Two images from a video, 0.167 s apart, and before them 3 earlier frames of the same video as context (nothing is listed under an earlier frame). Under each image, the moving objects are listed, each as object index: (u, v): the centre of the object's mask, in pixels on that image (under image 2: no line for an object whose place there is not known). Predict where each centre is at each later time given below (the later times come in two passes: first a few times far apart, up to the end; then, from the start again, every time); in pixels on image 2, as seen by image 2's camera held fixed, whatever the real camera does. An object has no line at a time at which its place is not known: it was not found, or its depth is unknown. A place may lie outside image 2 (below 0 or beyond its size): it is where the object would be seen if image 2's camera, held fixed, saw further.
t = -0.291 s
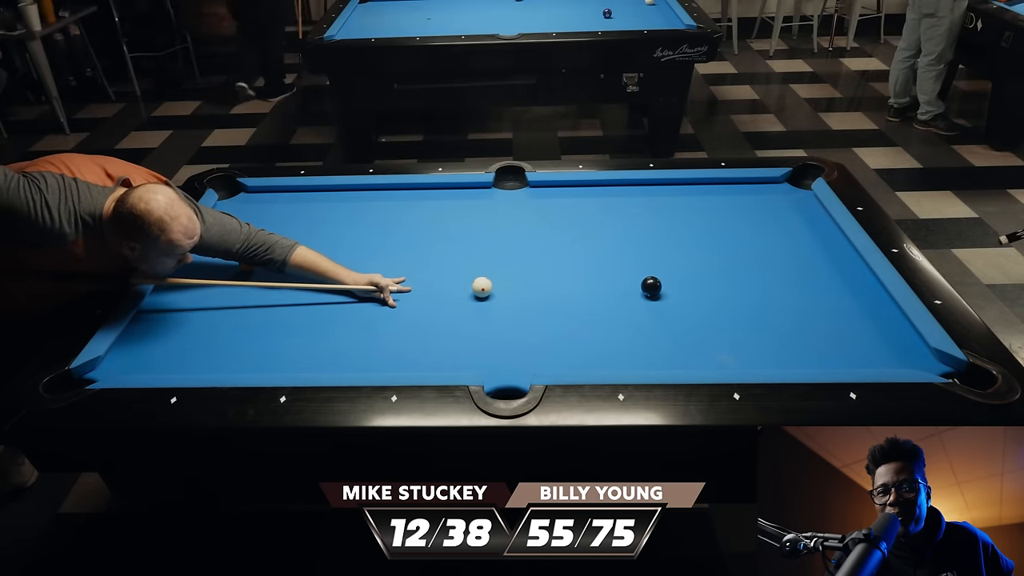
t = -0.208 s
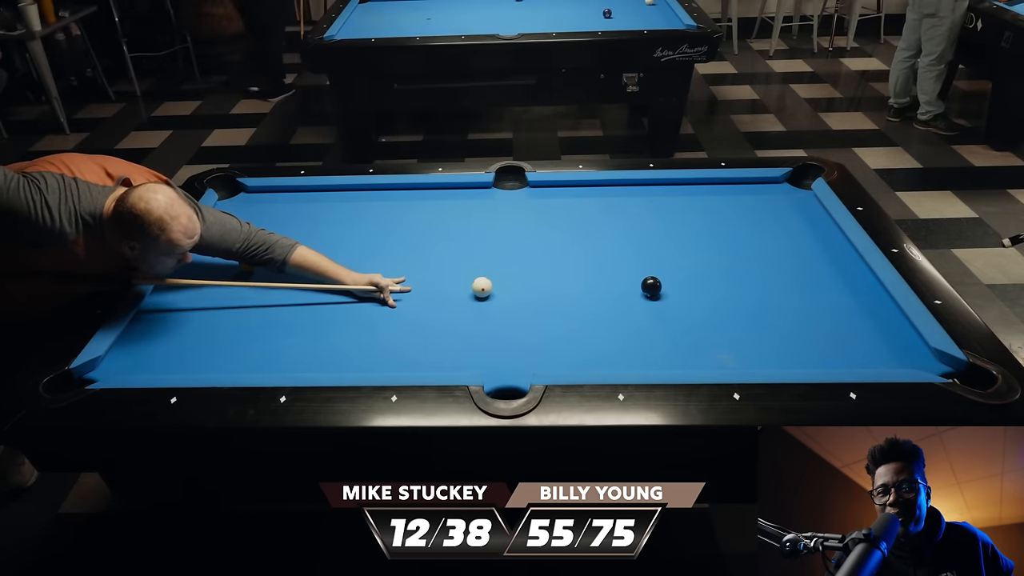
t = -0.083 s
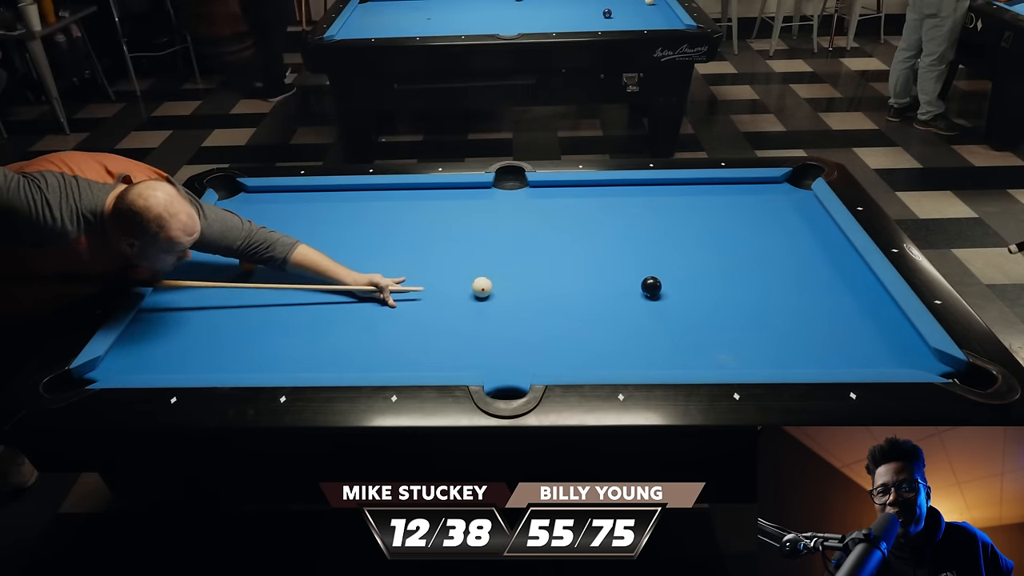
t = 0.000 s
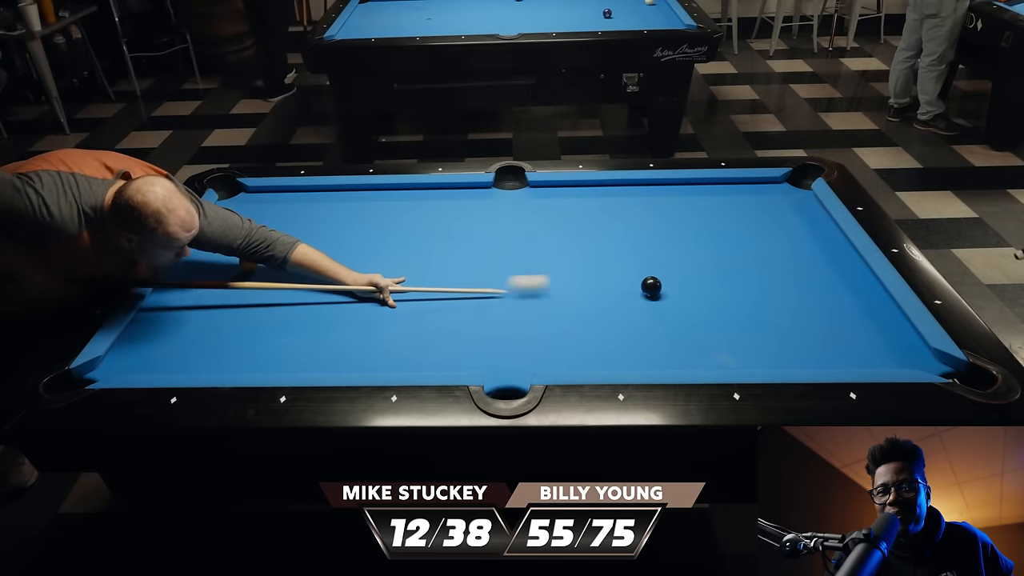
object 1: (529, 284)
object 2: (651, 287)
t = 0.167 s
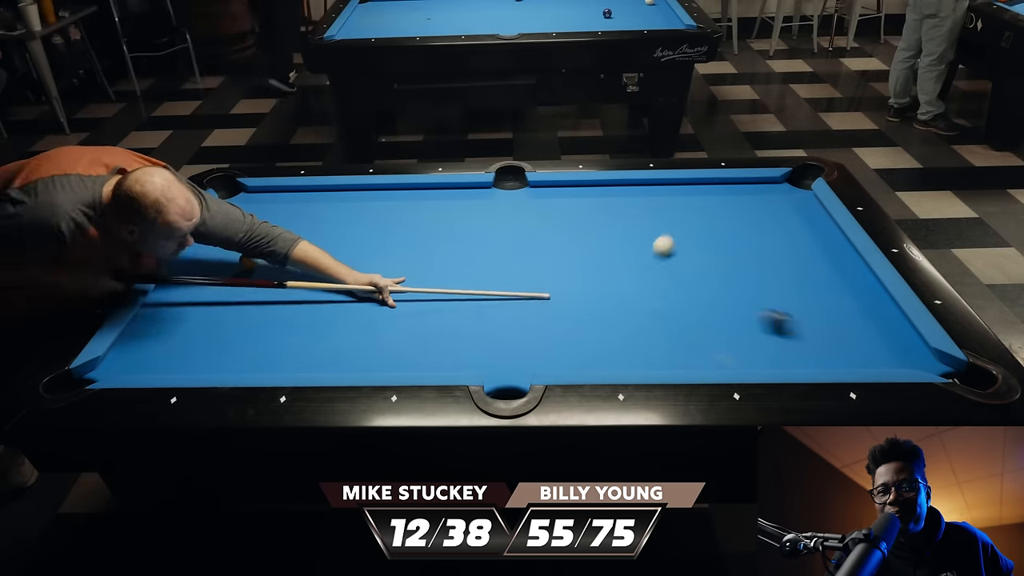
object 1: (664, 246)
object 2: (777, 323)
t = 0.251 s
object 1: (682, 223)
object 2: (889, 353)
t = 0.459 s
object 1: (712, 183)
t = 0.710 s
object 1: (795, 209)
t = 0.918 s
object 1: (809, 233)
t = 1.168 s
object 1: (779, 264)
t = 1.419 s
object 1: (746, 300)
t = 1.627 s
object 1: (715, 332)
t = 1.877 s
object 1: (669, 359)
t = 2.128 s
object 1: (613, 337)
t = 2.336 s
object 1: (570, 318)
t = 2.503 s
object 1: (540, 305)
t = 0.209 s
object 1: (673, 234)
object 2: (832, 338)
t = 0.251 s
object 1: (682, 223)
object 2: (889, 353)
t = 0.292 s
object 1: (690, 213)
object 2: (946, 365)
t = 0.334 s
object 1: (696, 204)
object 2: (979, 384)
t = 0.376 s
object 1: (701, 196)
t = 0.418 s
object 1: (706, 188)
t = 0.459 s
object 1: (712, 183)
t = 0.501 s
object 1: (725, 188)
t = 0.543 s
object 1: (739, 192)
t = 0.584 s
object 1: (753, 196)
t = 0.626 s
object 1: (767, 201)
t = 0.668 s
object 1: (781, 205)
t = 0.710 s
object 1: (795, 209)
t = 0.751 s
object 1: (810, 213)
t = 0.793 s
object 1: (823, 218)
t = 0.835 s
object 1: (818, 223)
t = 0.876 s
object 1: (813, 228)
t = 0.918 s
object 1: (809, 233)
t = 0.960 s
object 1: (804, 238)
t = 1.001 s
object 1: (799, 243)
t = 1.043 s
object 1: (794, 248)
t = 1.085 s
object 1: (789, 253)
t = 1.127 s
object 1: (784, 259)
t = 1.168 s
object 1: (779, 264)
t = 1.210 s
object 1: (773, 270)
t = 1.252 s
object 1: (768, 276)
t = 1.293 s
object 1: (763, 281)
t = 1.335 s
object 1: (757, 287)
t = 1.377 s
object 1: (751, 293)
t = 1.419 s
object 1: (746, 300)
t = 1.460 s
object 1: (740, 306)
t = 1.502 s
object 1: (734, 312)
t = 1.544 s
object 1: (728, 319)
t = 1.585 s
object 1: (721, 326)
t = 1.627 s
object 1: (715, 332)
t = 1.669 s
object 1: (708, 340)
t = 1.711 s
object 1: (702, 346)
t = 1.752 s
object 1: (695, 354)
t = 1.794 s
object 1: (688, 359)
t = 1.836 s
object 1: (679, 362)
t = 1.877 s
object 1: (669, 359)
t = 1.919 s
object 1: (660, 356)
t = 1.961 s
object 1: (650, 352)
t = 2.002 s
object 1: (640, 348)
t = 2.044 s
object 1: (631, 344)
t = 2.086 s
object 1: (622, 340)
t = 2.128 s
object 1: (613, 337)
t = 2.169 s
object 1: (604, 333)
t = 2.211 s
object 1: (595, 329)
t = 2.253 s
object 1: (587, 325)
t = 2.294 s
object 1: (578, 322)
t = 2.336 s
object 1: (570, 318)
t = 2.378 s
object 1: (563, 315)
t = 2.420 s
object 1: (555, 311)
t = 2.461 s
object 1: (547, 308)
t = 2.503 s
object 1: (540, 305)
